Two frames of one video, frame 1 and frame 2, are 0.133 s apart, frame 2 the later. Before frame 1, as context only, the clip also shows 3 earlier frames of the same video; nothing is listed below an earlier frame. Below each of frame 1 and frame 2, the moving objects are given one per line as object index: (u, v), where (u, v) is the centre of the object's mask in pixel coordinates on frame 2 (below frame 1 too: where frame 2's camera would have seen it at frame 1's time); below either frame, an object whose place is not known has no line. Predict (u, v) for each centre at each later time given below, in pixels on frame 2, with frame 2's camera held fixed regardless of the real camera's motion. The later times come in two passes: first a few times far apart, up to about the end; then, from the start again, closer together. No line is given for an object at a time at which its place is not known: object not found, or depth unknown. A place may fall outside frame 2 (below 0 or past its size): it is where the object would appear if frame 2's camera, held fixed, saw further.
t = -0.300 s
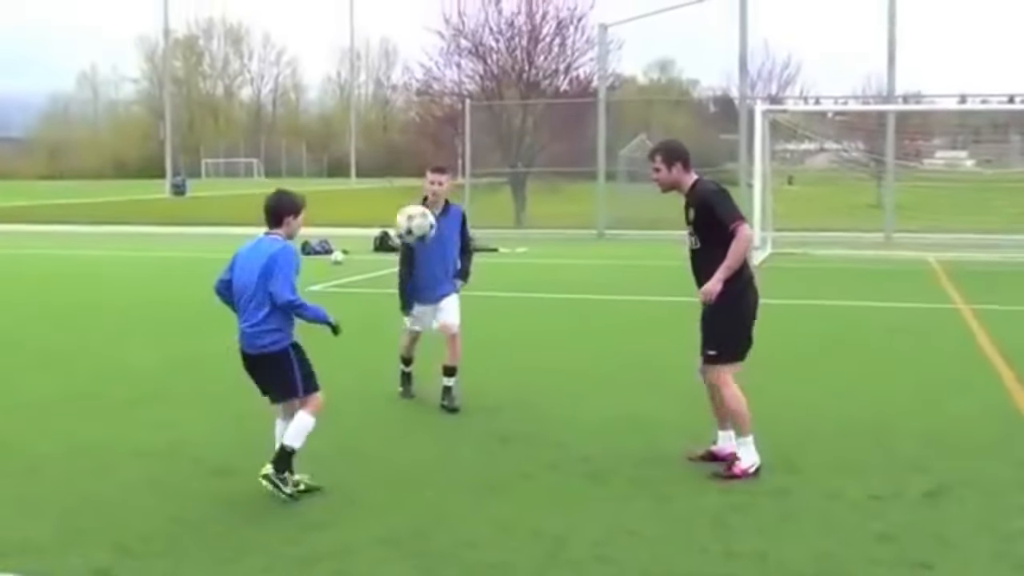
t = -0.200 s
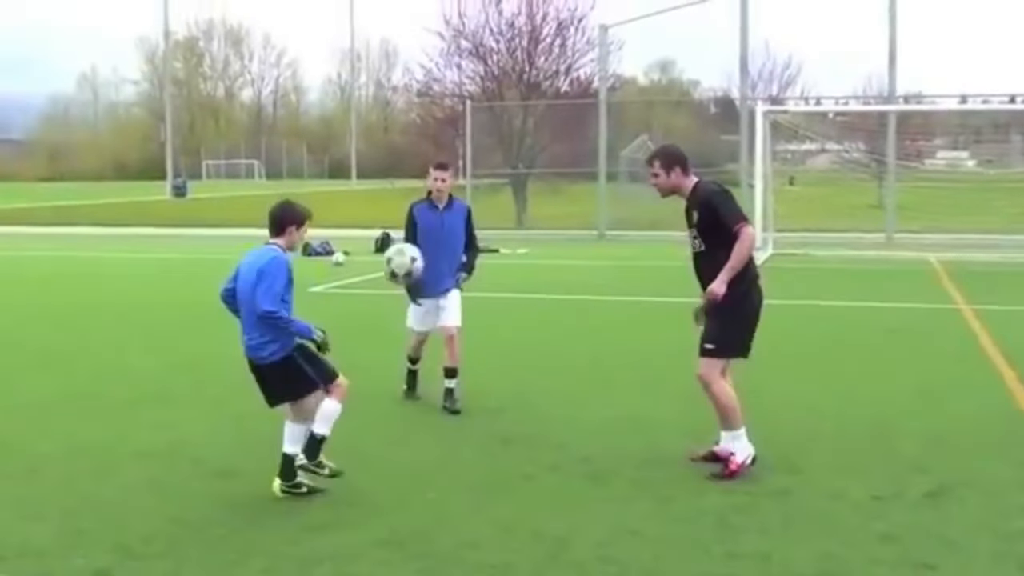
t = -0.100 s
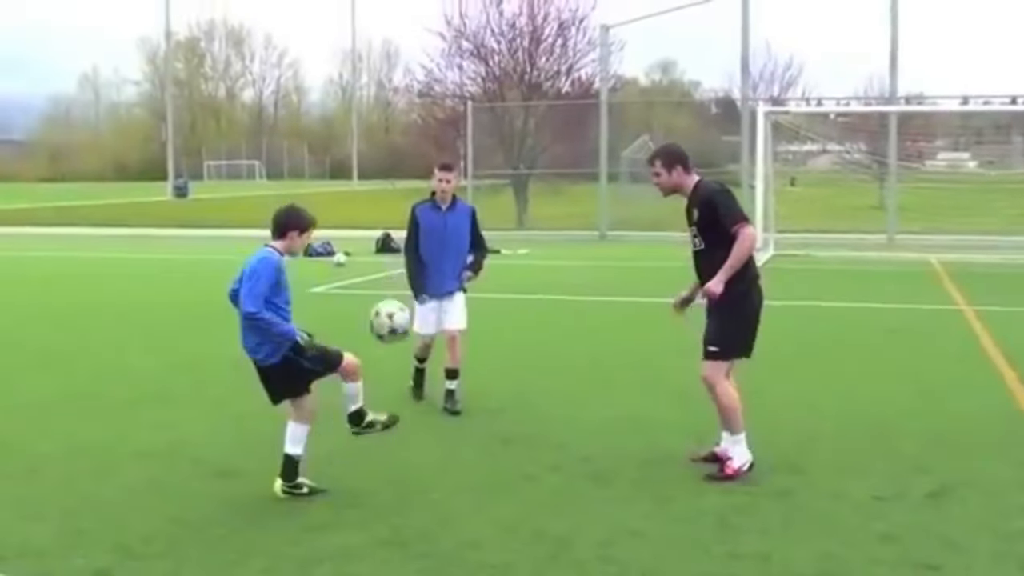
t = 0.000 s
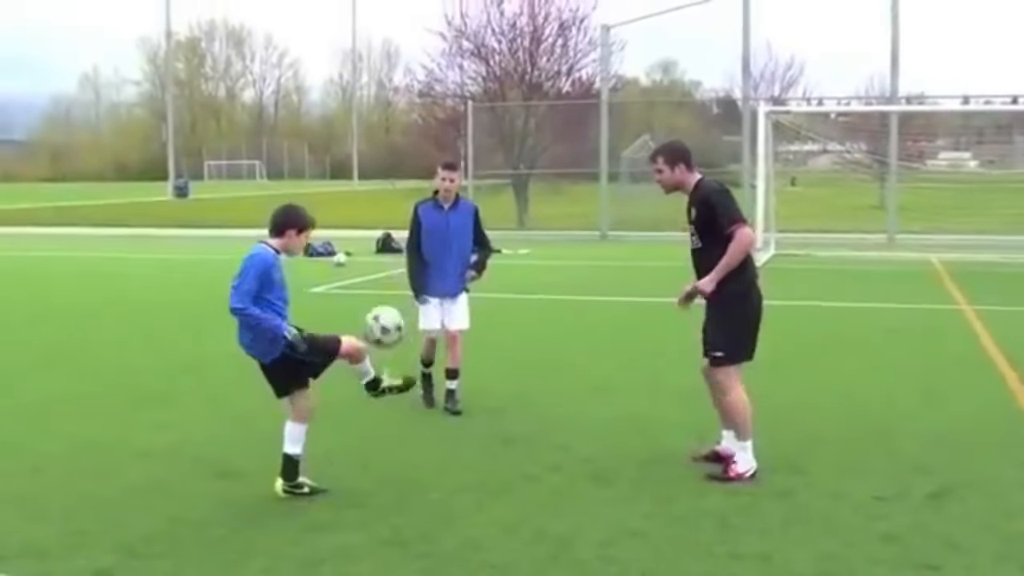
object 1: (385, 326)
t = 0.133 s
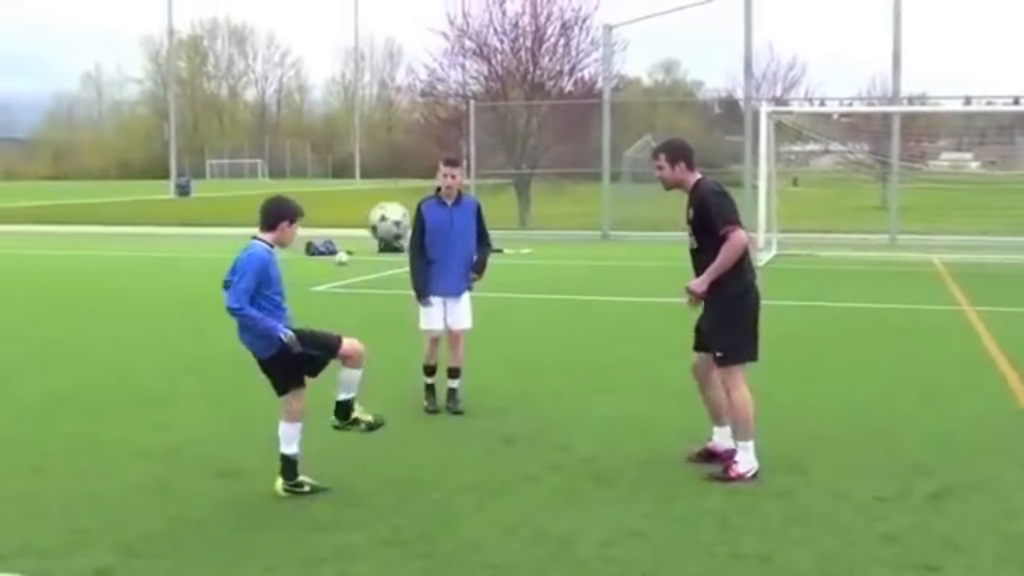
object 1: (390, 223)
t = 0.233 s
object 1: (391, 167)
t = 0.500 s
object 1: (396, 112)
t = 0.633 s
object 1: (398, 131)
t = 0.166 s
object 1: (390, 200)
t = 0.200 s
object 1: (391, 183)
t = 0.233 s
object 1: (391, 167)
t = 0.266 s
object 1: (392, 150)
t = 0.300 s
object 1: (392, 139)
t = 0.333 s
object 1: (392, 129)
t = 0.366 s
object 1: (394, 122)
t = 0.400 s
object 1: (394, 118)
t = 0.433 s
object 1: (395, 112)
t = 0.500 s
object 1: (396, 112)
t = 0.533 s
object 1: (396, 114)
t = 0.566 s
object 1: (397, 118)
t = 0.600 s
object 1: (397, 124)
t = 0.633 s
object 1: (398, 131)
